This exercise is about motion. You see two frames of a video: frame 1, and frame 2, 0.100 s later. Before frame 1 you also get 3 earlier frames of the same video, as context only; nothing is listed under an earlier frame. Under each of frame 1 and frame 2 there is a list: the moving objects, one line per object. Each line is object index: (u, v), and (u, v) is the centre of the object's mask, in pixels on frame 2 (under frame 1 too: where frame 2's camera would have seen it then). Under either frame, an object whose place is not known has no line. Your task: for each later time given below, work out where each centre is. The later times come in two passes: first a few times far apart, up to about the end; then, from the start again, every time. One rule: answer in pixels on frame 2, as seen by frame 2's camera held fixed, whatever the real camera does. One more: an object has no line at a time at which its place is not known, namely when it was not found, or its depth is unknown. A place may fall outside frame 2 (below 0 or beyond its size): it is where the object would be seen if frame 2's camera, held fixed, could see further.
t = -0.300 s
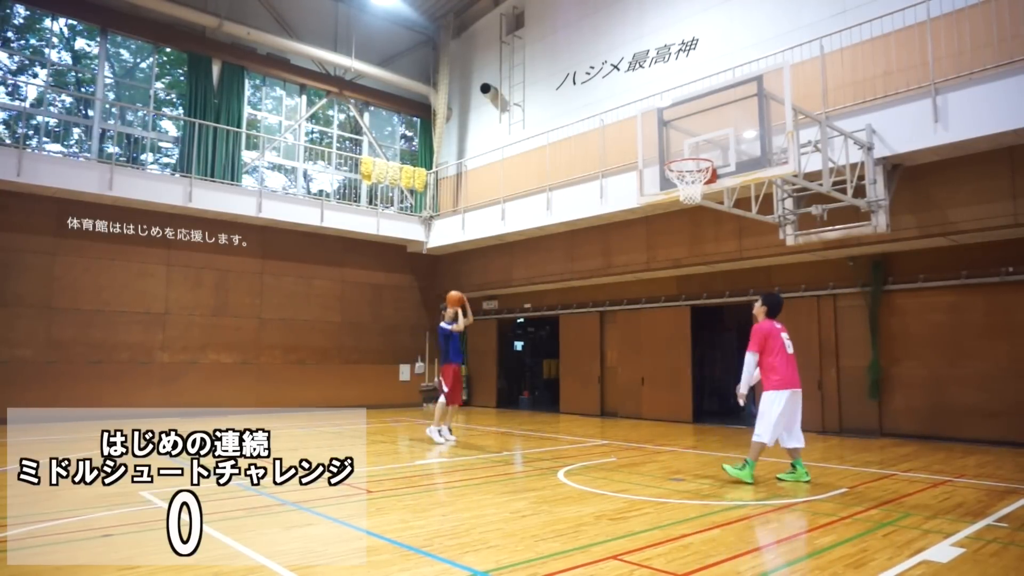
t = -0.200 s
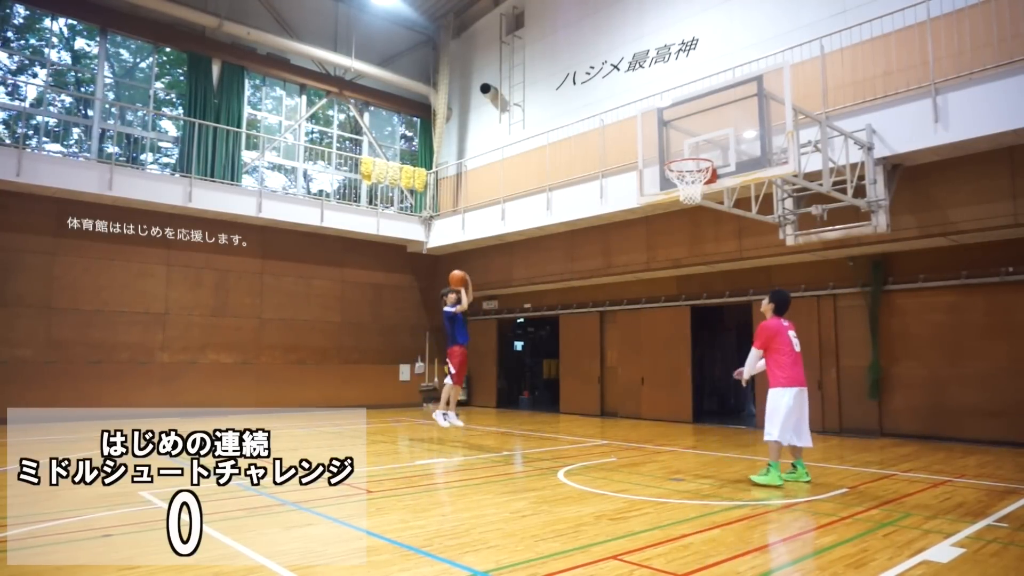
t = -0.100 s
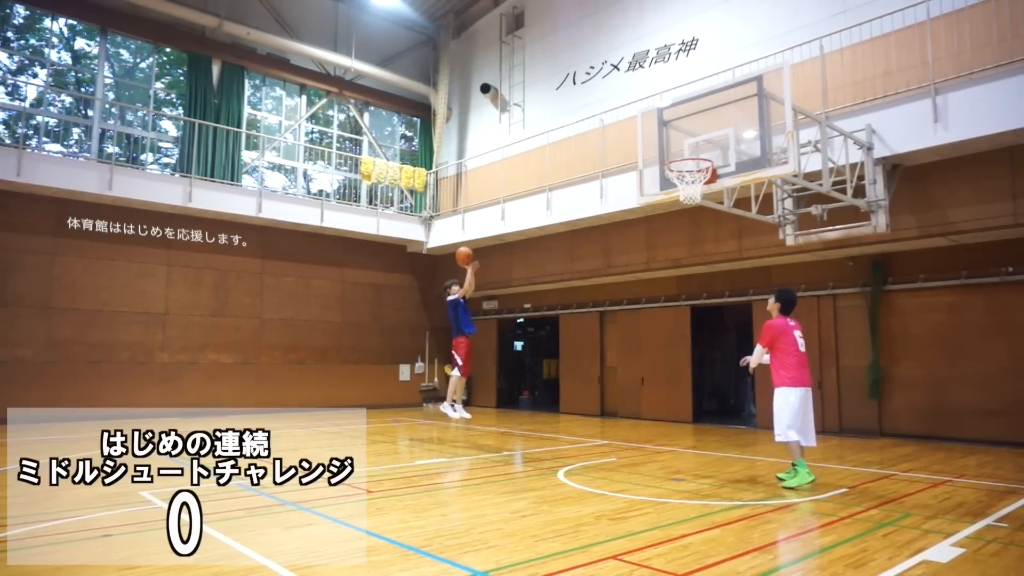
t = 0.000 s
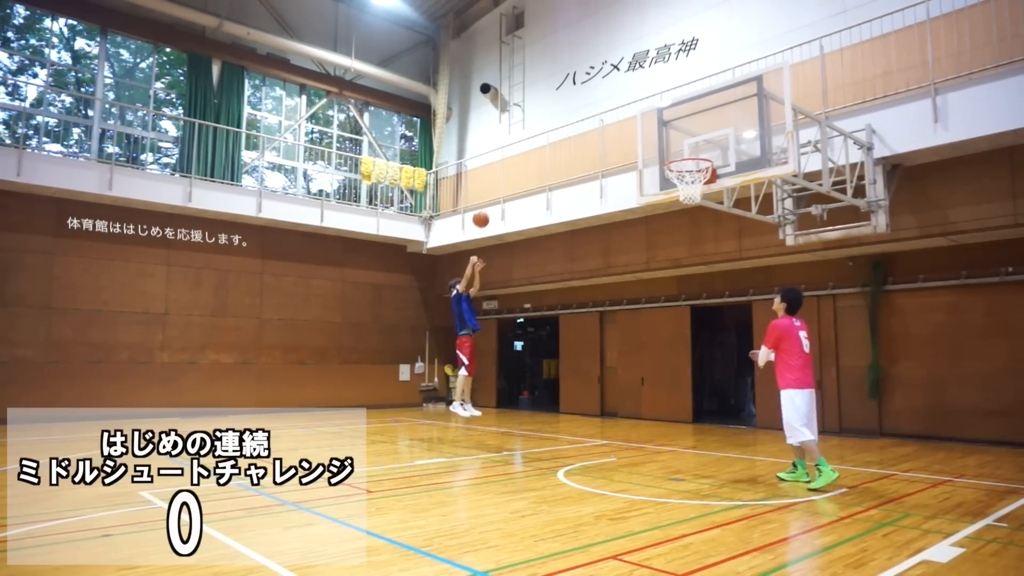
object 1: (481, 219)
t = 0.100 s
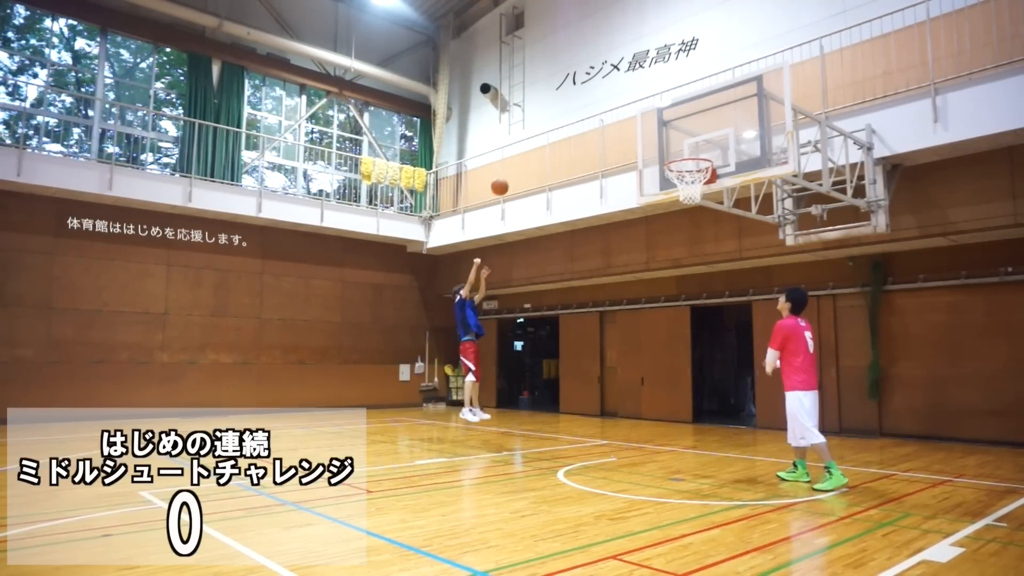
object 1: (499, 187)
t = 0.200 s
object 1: (519, 160)
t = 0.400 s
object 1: (561, 125)
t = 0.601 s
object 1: (608, 118)
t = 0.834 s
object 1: (672, 153)
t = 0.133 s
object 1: (506, 178)
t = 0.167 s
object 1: (512, 169)
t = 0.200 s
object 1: (519, 160)
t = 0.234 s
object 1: (526, 152)
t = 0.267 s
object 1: (532, 145)
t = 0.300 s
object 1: (539, 139)
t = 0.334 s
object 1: (547, 133)
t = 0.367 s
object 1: (553, 129)
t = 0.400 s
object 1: (561, 125)
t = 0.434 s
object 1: (568, 121)
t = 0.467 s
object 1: (576, 119)
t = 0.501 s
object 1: (584, 117)
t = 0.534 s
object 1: (592, 116)
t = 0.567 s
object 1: (599, 117)
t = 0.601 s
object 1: (608, 118)
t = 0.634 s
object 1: (616, 120)
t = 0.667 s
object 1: (625, 123)
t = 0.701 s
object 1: (634, 127)
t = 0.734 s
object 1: (643, 133)
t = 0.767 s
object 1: (652, 138)
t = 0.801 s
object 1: (662, 147)
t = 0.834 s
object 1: (672, 153)
